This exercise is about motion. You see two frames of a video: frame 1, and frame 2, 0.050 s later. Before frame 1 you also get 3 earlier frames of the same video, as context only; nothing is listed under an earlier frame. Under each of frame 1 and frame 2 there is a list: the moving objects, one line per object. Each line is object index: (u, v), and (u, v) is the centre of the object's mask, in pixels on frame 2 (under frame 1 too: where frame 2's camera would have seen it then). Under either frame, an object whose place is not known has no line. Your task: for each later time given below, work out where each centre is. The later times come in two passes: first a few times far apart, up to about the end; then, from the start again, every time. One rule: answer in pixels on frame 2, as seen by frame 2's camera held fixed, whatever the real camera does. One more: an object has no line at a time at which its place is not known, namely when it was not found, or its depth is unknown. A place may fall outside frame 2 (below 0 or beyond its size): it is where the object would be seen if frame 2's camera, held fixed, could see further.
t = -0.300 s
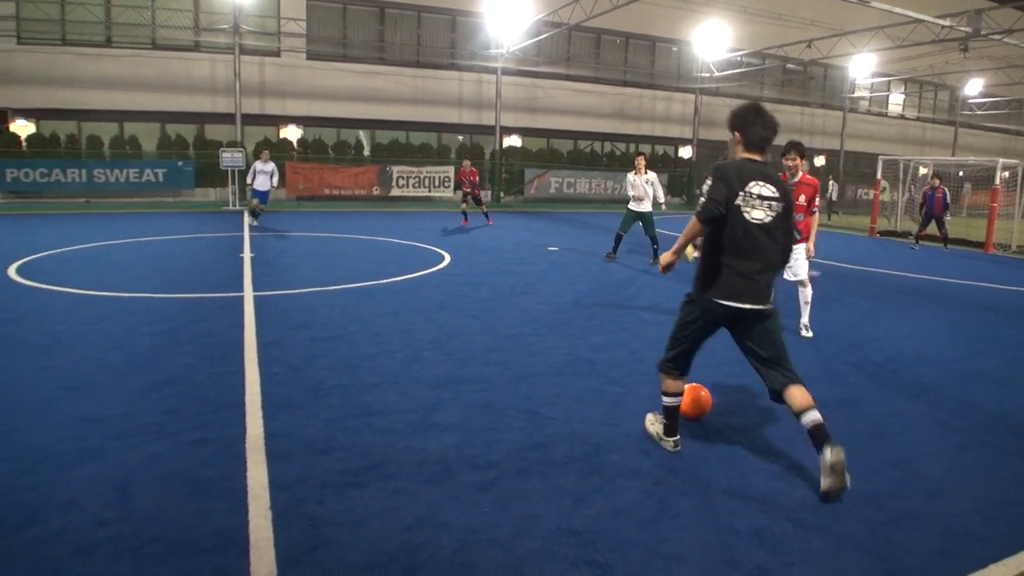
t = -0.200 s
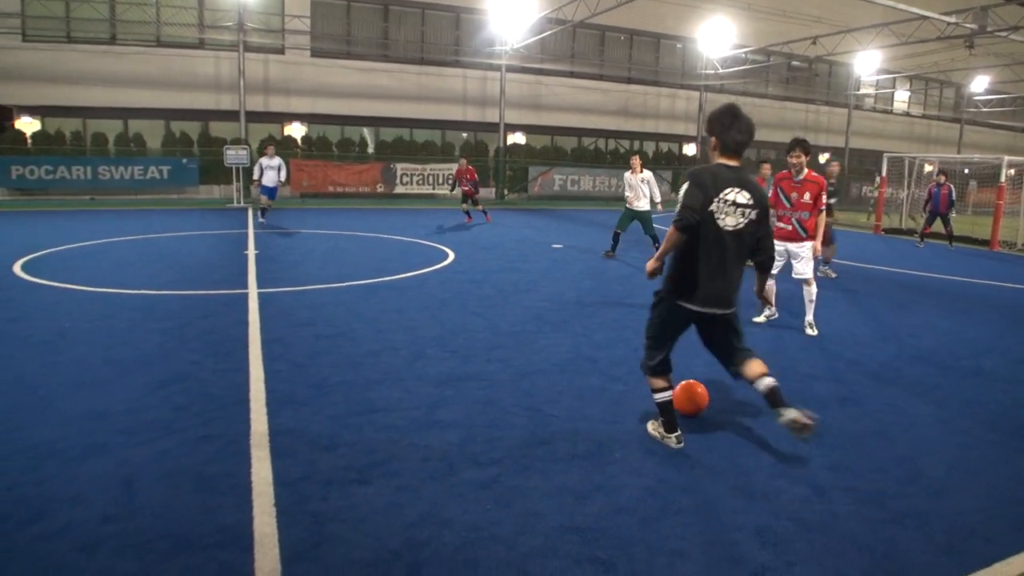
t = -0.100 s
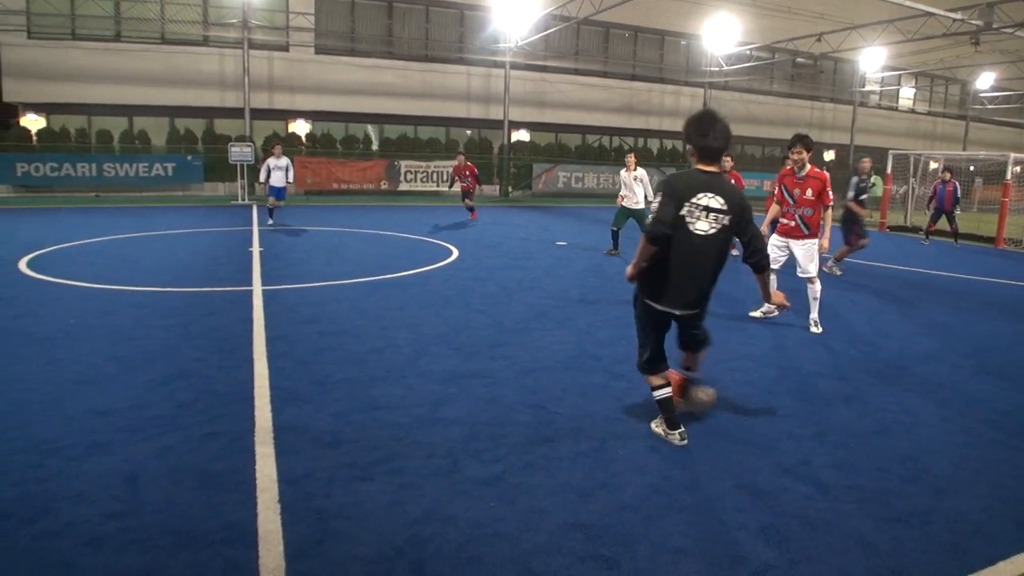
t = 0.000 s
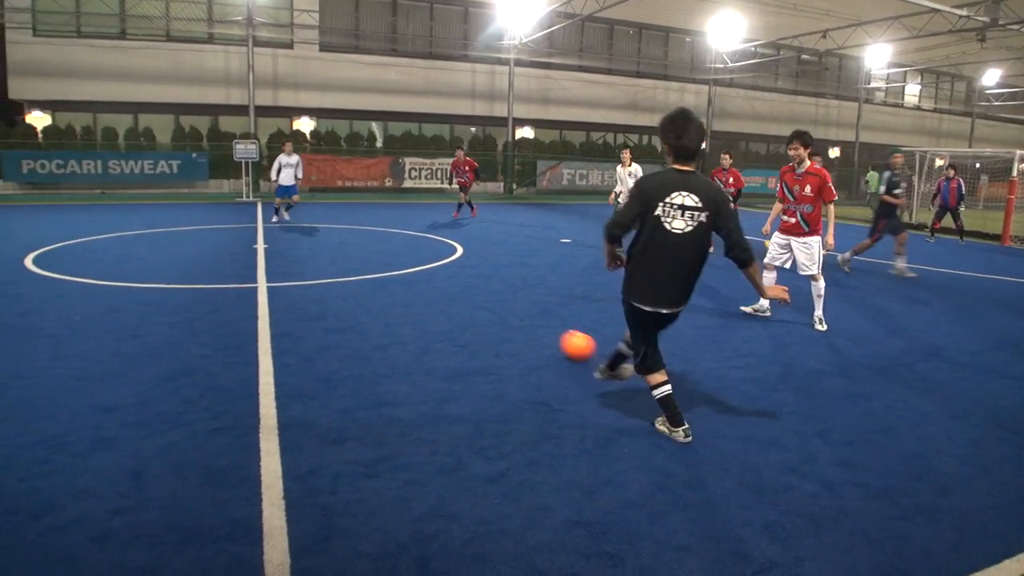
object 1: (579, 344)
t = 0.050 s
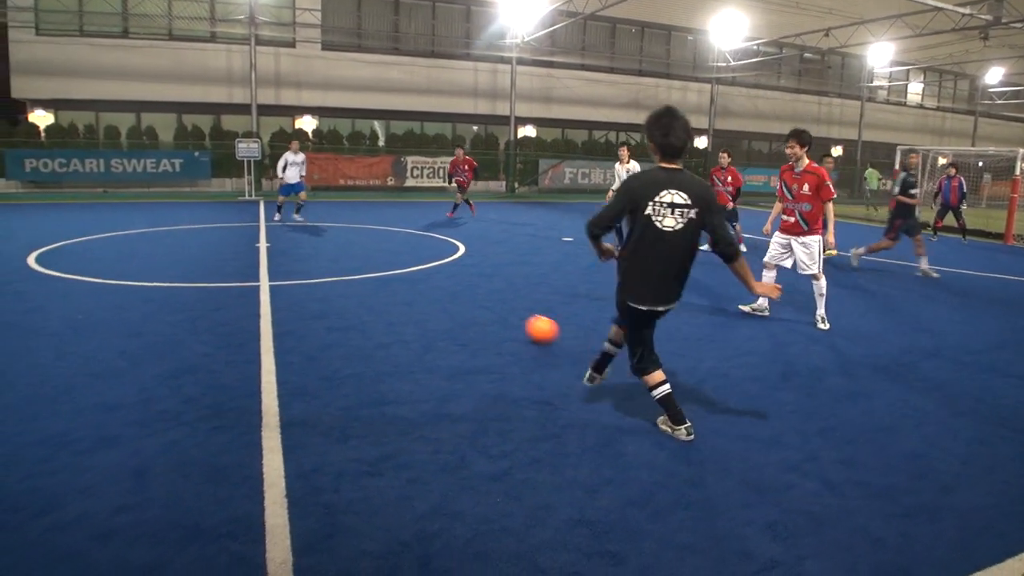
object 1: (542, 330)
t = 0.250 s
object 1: (436, 290)
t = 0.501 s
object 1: (364, 264)
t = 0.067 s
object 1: (529, 325)
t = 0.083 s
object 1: (518, 321)
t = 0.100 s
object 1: (508, 317)
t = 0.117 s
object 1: (499, 314)
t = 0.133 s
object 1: (489, 310)
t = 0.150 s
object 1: (480, 307)
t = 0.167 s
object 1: (472, 304)
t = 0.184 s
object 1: (463, 301)
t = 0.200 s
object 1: (456, 298)
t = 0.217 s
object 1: (449, 295)
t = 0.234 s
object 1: (442, 293)
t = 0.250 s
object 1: (436, 290)
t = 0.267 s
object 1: (430, 288)
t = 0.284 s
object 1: (424, 285)
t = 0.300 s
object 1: (418, 284)
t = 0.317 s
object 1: (413, 281)
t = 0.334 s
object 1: (407, 279)
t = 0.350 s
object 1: (402, 277)
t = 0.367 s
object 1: (397, 276)
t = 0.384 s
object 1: (392, 274)
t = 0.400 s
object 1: (388, 272)
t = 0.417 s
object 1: (383, 270)
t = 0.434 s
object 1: (379, 269)
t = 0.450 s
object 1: (376, 267)
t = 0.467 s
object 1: (372, 266)
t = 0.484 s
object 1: (368, 265)
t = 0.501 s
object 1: (364, 264)
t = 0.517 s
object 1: (361, 262)
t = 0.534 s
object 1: (357, 260)
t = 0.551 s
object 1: (354, 259)
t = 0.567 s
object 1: (351, 258)
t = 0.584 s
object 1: (347, 257)
